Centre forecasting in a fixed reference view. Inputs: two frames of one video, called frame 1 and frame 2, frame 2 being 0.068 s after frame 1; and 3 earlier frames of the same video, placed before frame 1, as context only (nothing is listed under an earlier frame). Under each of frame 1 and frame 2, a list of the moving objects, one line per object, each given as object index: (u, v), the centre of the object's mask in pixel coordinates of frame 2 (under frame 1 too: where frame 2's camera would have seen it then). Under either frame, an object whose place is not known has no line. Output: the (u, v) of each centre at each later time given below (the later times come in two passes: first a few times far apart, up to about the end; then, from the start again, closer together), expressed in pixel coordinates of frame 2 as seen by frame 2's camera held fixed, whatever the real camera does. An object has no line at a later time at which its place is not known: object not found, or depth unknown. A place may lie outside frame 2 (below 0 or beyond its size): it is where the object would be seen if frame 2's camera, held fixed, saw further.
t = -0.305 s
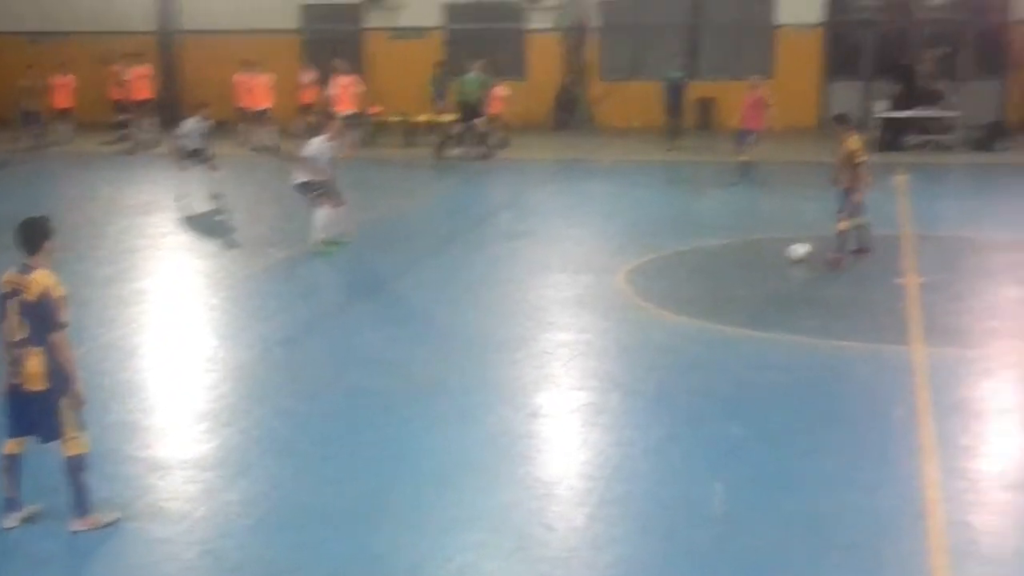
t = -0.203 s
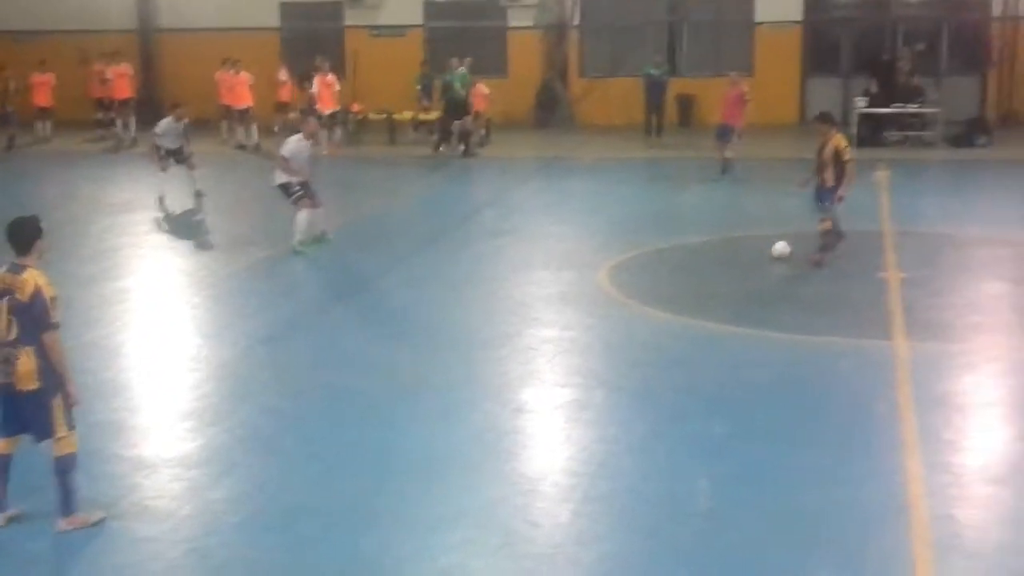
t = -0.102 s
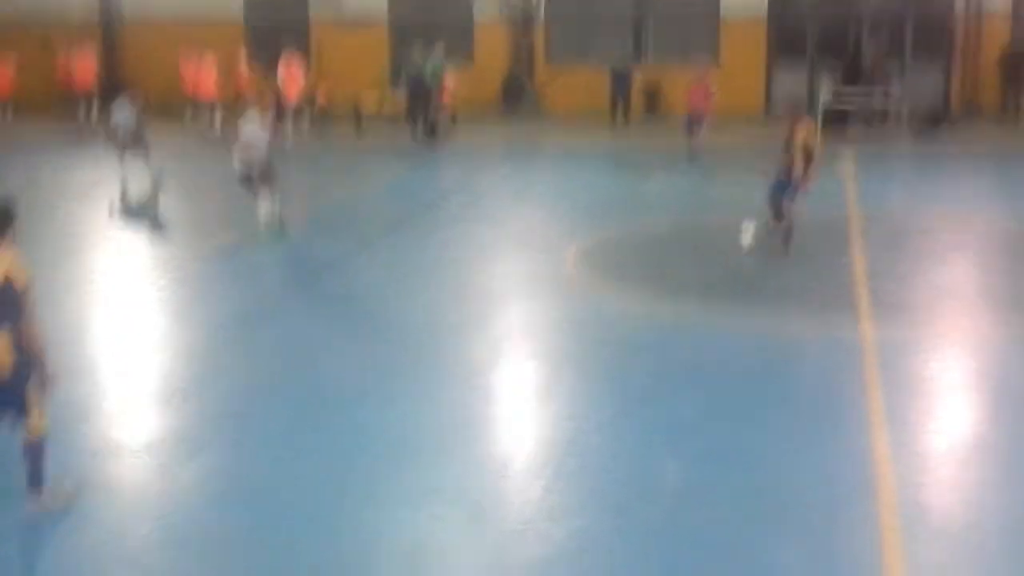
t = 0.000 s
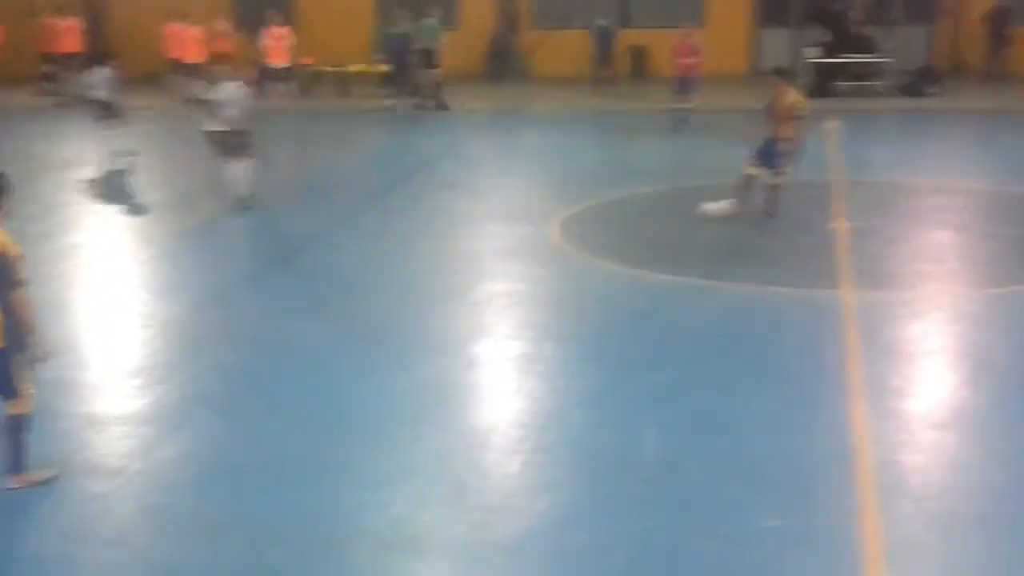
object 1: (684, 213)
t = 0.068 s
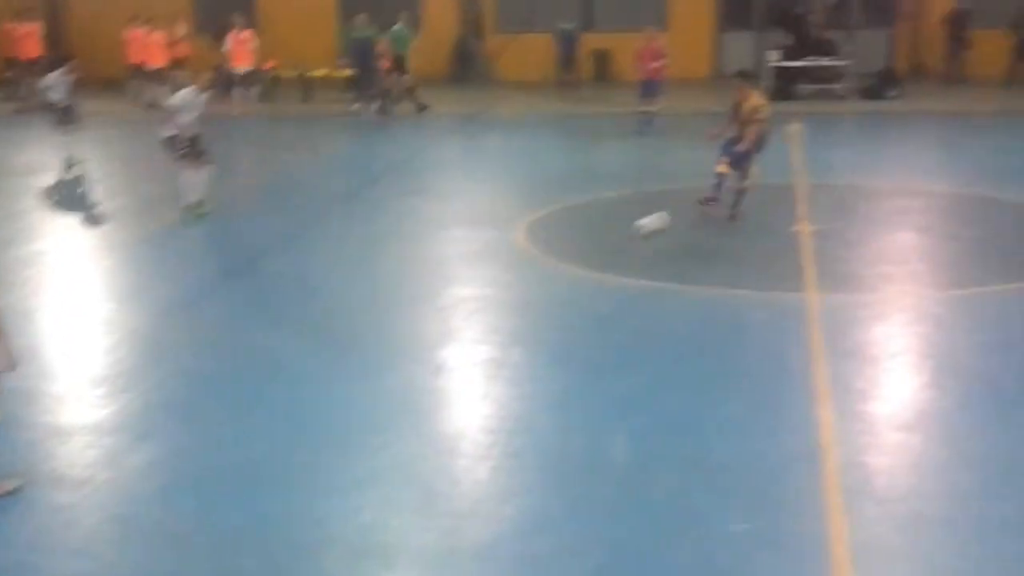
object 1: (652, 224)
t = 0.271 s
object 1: (551, 262)
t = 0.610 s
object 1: (368, 330)
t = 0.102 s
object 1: (635, 230)
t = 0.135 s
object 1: (619, 237)
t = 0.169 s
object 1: (603, 243)
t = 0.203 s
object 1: (586, 250)
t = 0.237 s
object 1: (568, 257)
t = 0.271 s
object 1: (551, 262)
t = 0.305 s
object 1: (533, 268)
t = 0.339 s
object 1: (514, 277)
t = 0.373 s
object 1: (497, 284)
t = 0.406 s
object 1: (477, 292)
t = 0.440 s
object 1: (458, 299)
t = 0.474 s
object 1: (440, 305)
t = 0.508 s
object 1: (422, 312)
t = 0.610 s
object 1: (368, 330)
